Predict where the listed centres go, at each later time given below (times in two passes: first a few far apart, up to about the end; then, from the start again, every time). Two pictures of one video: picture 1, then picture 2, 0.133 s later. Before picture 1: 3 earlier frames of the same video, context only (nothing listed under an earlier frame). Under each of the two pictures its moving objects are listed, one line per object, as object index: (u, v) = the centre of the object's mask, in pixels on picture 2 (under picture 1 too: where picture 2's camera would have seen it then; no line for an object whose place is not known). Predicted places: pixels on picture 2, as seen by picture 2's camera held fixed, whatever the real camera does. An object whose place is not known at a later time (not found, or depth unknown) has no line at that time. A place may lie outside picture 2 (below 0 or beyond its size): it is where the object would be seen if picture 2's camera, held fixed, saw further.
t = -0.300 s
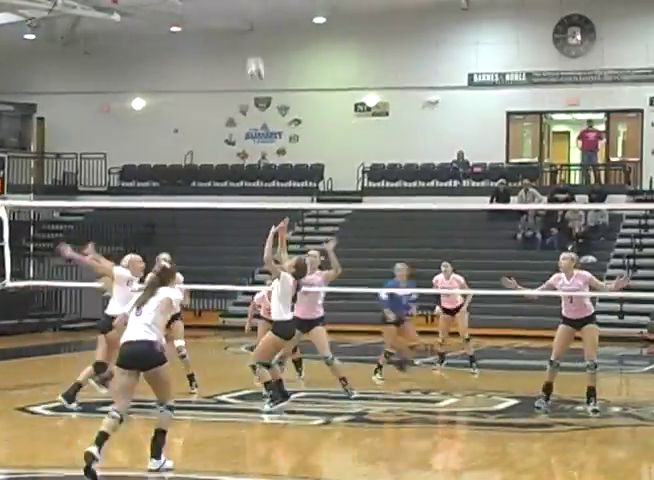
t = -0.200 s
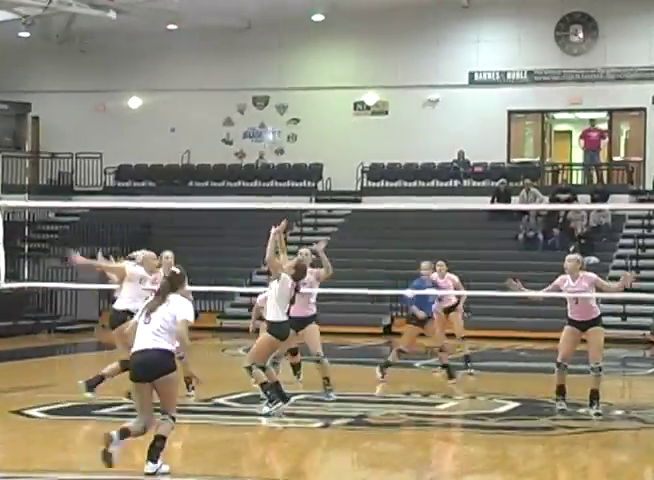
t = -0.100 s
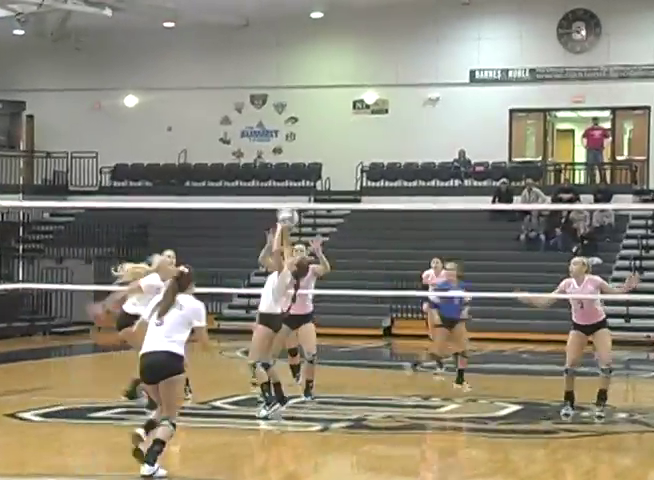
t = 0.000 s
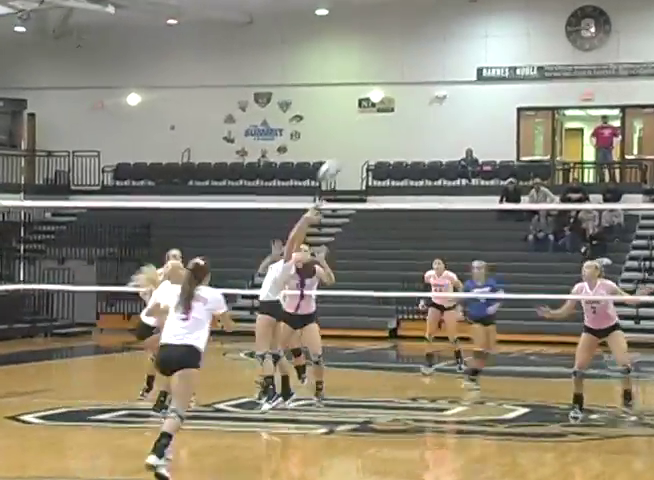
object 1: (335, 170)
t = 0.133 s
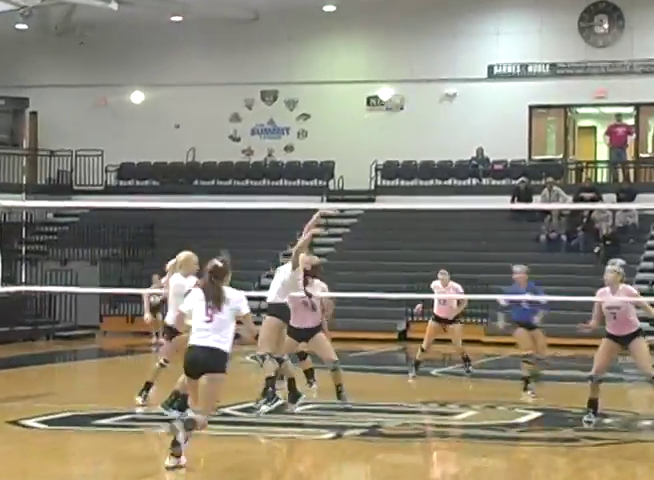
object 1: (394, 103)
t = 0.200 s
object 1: (422, 71)
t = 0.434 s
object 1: (518, 11)
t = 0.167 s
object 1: (407, 86)
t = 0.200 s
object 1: (422, 71)
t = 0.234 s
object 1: (436, 61)
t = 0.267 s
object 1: (449, 50)
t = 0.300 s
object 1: (463, 40)
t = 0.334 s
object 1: (477, 31)
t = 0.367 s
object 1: (489, 23)
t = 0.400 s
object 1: (504, 17)
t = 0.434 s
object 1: (518, 11)
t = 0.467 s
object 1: (531, 7)
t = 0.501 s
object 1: (544, 2)
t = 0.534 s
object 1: (557, 1)
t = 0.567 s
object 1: (571, 0)
